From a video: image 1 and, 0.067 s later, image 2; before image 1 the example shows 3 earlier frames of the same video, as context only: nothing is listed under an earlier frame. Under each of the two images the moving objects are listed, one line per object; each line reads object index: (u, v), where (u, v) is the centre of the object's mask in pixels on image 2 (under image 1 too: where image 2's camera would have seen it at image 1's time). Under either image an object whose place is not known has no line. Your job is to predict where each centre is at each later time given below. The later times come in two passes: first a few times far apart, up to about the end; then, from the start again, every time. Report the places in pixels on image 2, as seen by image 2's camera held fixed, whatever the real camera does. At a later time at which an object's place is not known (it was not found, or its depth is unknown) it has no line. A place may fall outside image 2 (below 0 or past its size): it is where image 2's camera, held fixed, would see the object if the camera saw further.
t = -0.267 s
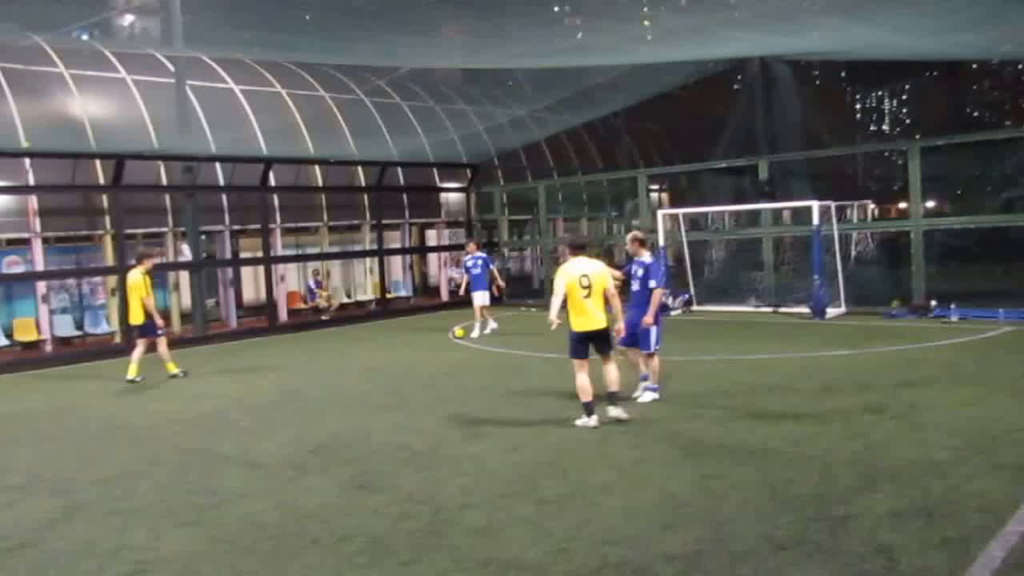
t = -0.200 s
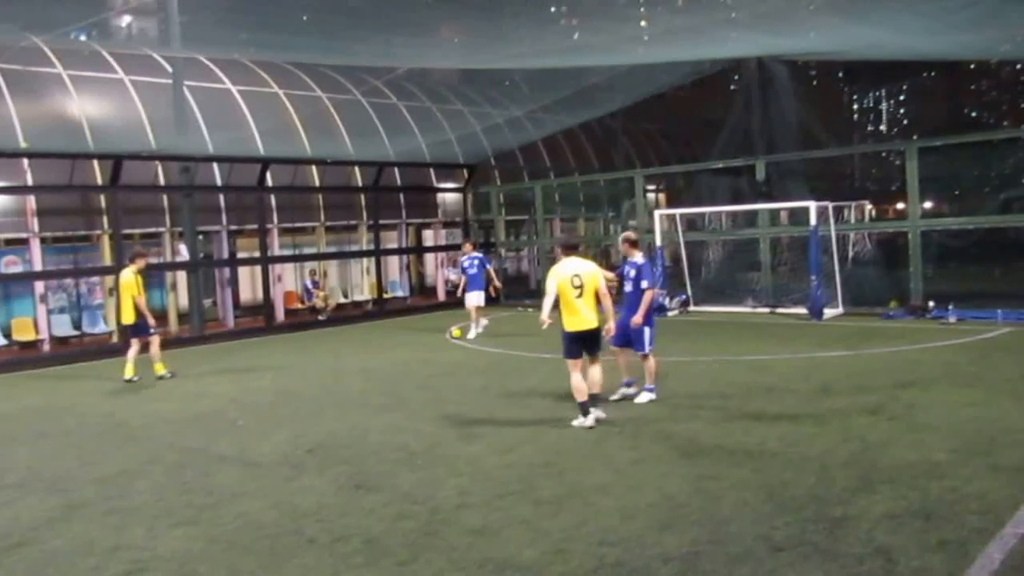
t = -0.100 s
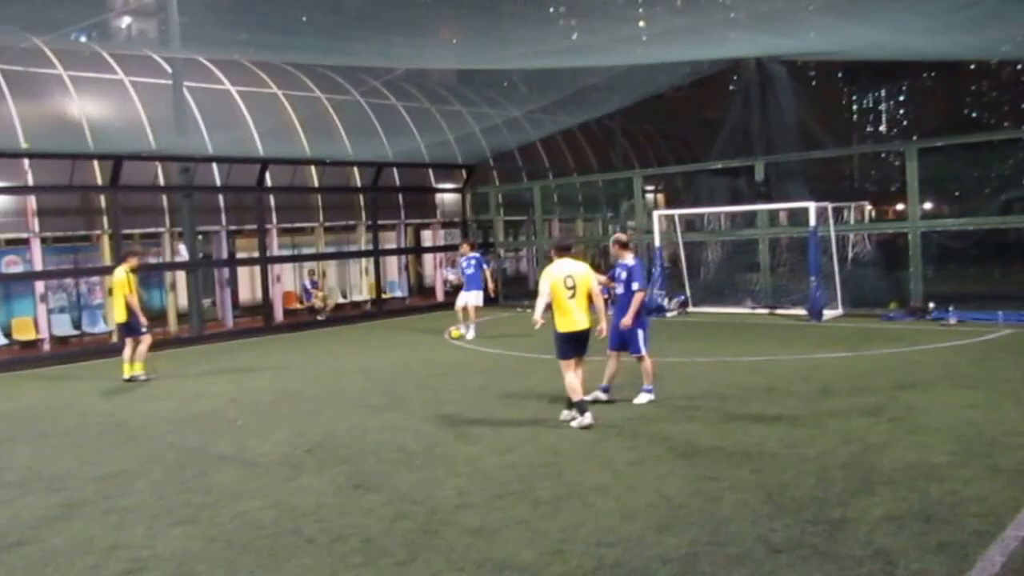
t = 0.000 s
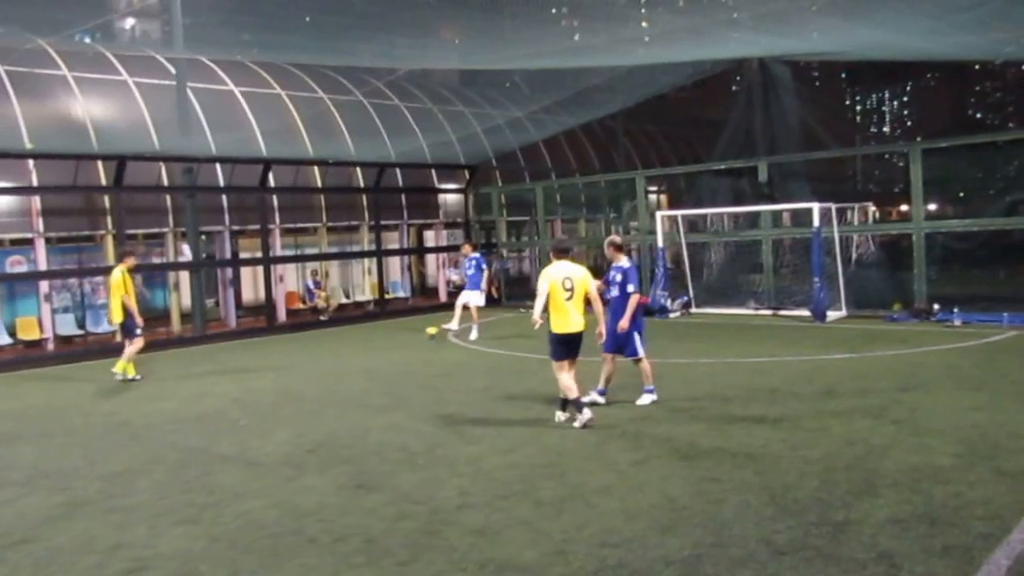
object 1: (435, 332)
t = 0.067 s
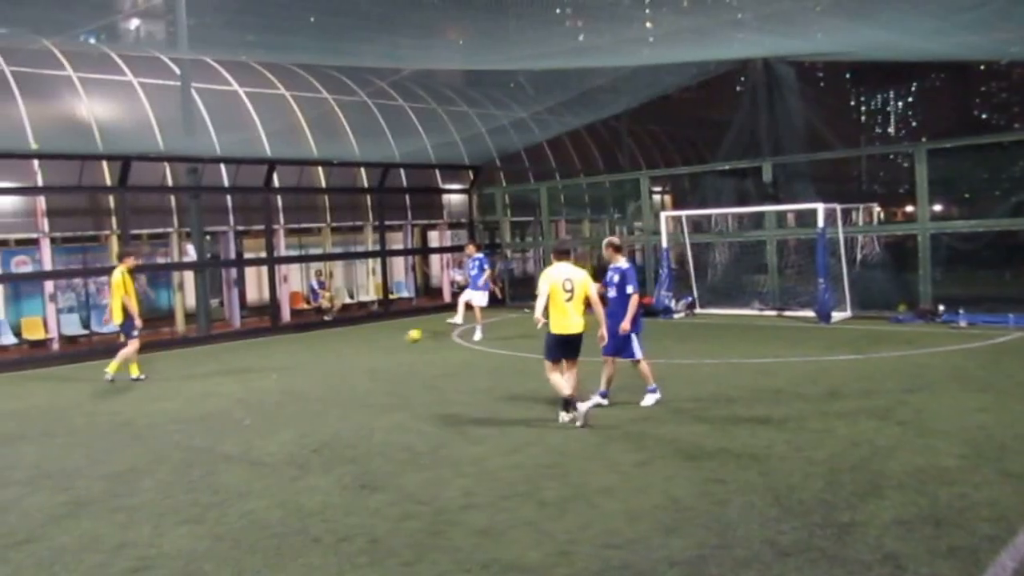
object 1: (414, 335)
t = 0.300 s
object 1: (324, 371)
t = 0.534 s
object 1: (218, 389)
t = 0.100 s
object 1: (403, 338)
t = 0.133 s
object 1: (390, 340)
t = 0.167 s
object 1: (378, 344)
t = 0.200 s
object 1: (364, 349)
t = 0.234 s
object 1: (350, 355)
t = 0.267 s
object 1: (336, 363)
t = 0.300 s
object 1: (324, 371)
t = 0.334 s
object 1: (311, 371)
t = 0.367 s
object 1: (296, 372)
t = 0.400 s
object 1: (281, 374)
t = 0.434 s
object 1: (267, 376)
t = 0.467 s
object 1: (249, 379)
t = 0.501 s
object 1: (234, 384)
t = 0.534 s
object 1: (218, 389)
